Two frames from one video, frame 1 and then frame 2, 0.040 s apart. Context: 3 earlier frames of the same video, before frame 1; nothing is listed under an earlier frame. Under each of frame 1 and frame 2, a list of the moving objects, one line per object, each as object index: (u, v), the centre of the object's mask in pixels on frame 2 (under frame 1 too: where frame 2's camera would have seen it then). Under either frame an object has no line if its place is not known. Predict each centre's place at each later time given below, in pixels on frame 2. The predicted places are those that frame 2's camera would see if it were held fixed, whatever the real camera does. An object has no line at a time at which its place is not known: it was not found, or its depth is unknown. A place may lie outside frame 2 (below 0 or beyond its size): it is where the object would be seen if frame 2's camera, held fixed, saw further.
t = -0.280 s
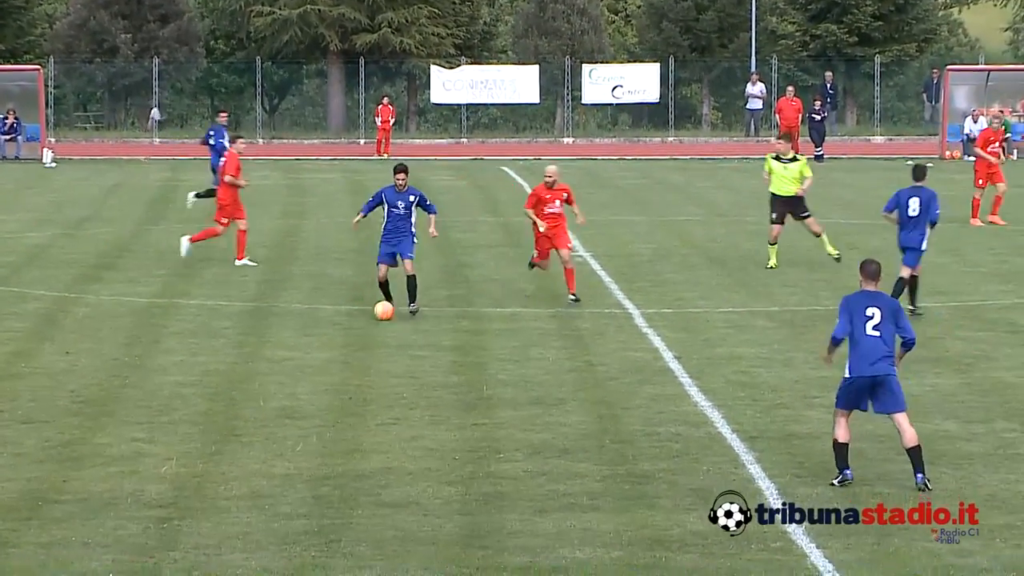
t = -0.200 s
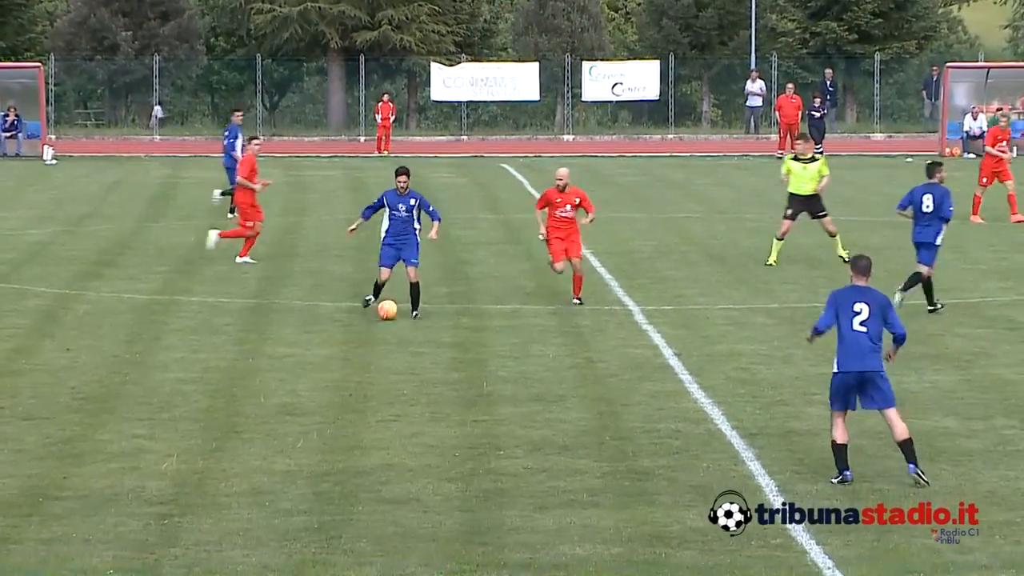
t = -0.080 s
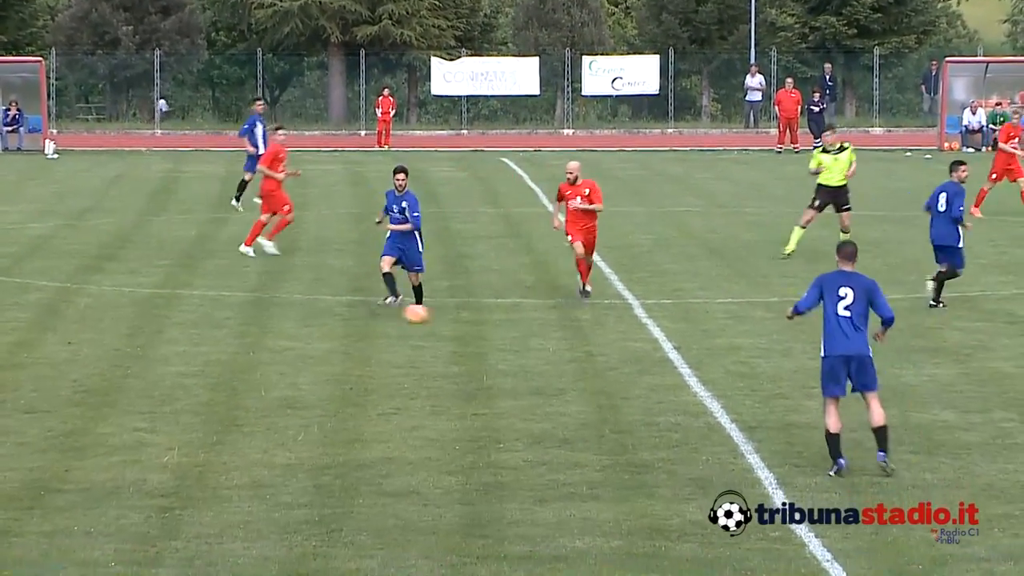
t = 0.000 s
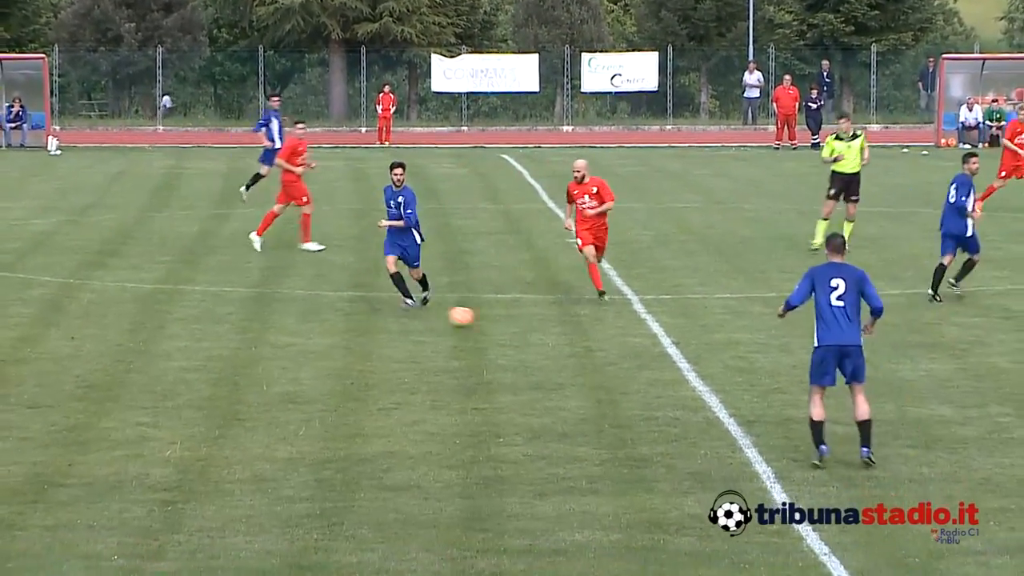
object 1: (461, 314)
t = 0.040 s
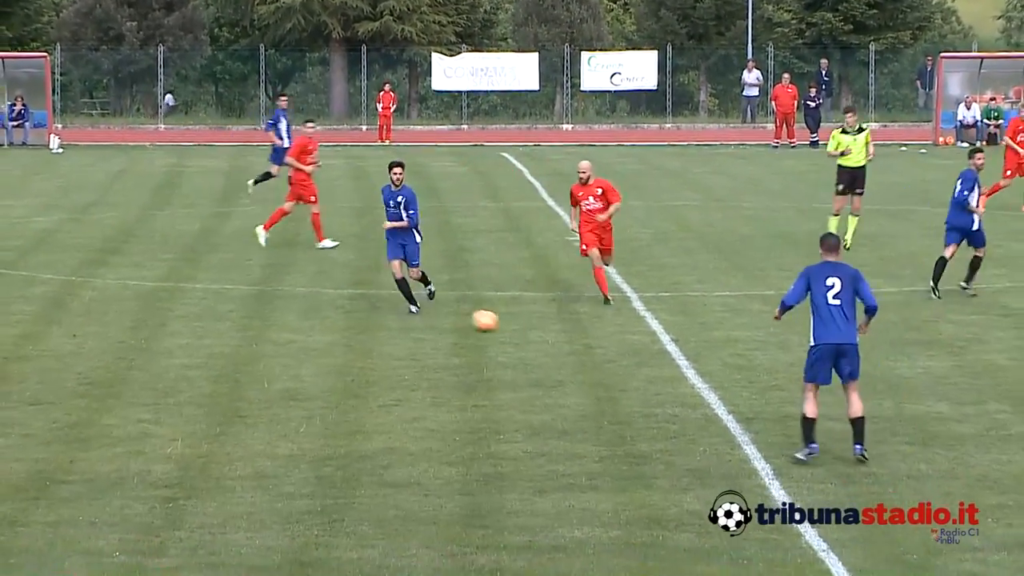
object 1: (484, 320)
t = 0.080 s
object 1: (507, 326)
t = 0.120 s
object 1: (527, 329)
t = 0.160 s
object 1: (549, 331)
